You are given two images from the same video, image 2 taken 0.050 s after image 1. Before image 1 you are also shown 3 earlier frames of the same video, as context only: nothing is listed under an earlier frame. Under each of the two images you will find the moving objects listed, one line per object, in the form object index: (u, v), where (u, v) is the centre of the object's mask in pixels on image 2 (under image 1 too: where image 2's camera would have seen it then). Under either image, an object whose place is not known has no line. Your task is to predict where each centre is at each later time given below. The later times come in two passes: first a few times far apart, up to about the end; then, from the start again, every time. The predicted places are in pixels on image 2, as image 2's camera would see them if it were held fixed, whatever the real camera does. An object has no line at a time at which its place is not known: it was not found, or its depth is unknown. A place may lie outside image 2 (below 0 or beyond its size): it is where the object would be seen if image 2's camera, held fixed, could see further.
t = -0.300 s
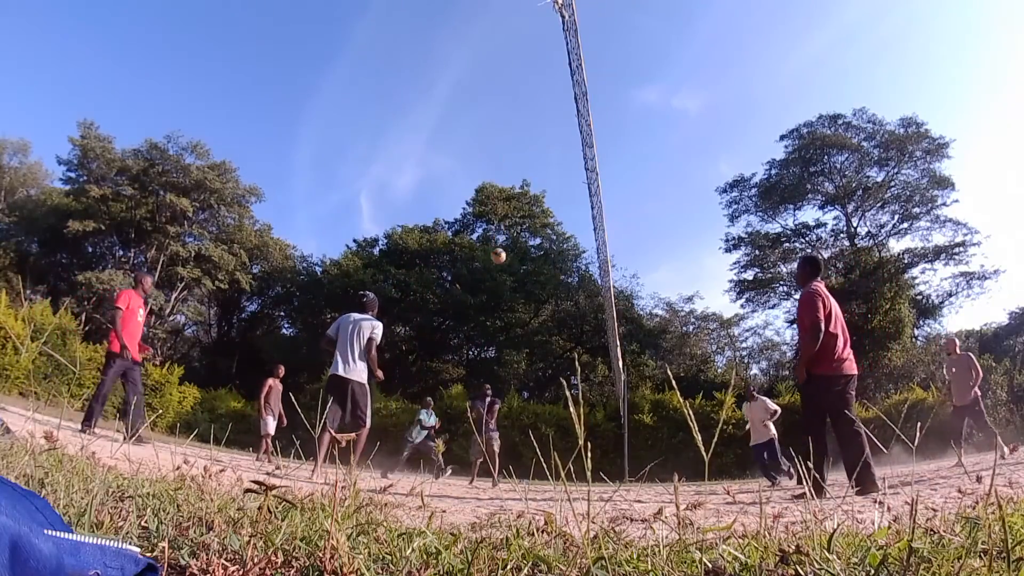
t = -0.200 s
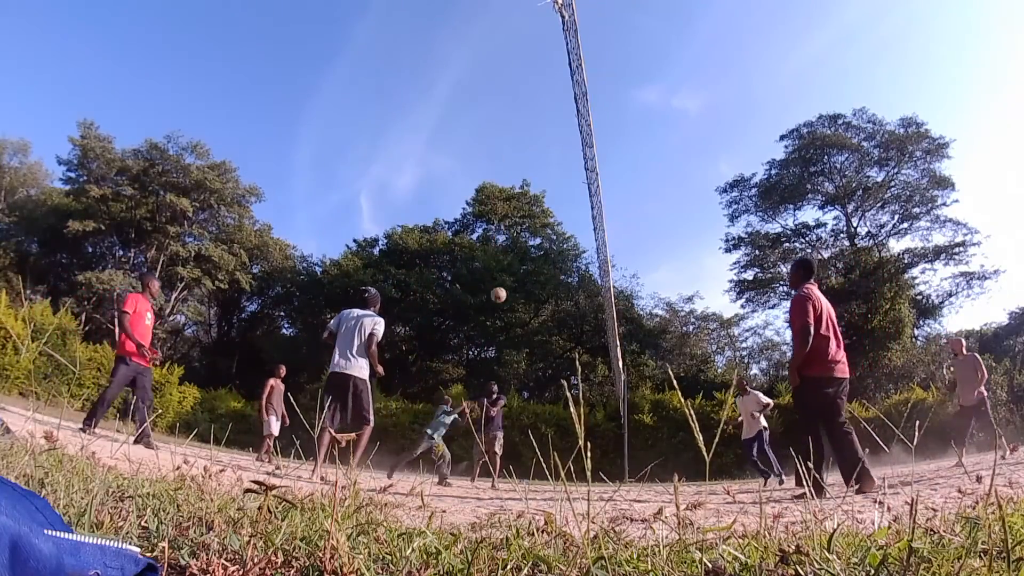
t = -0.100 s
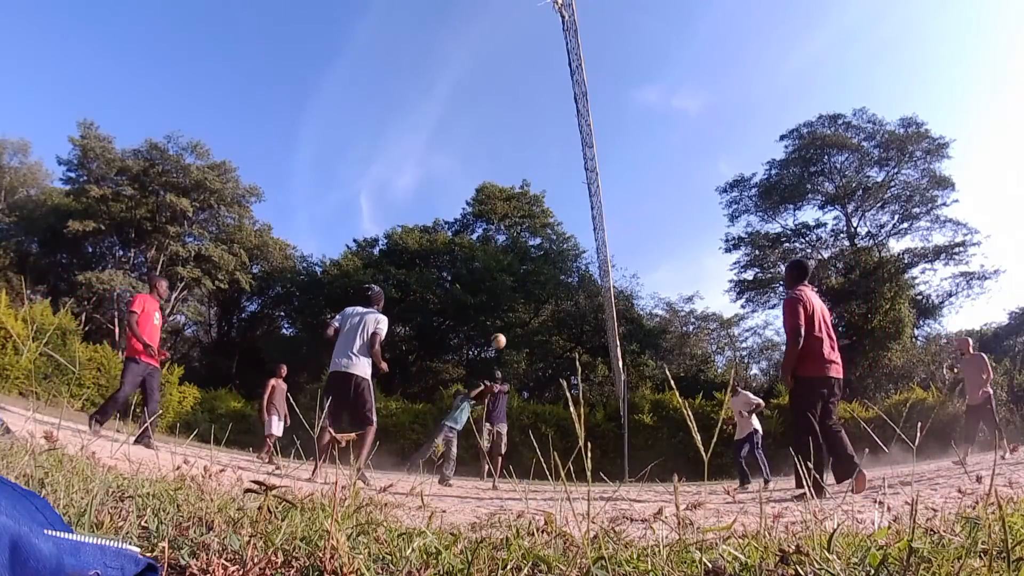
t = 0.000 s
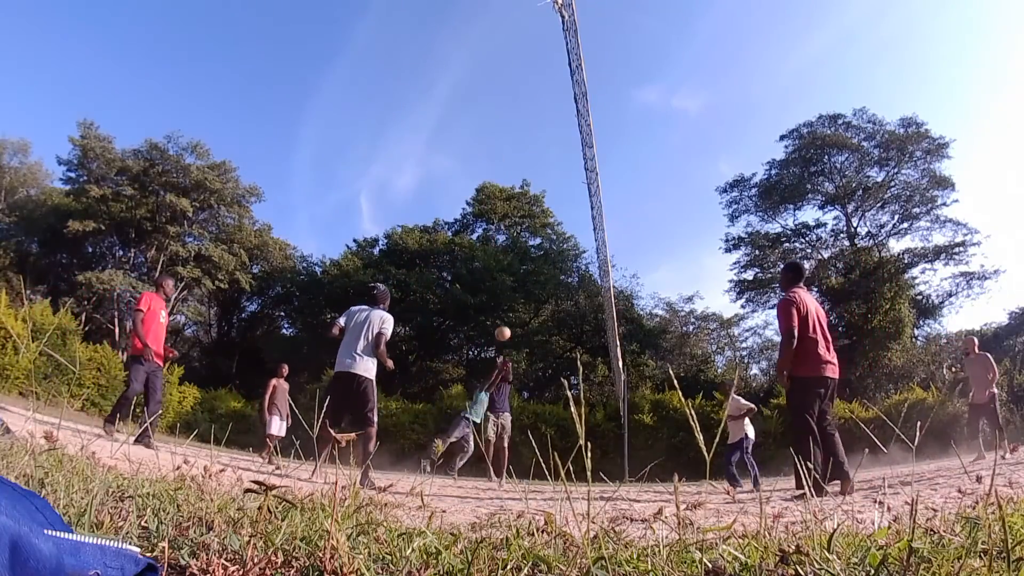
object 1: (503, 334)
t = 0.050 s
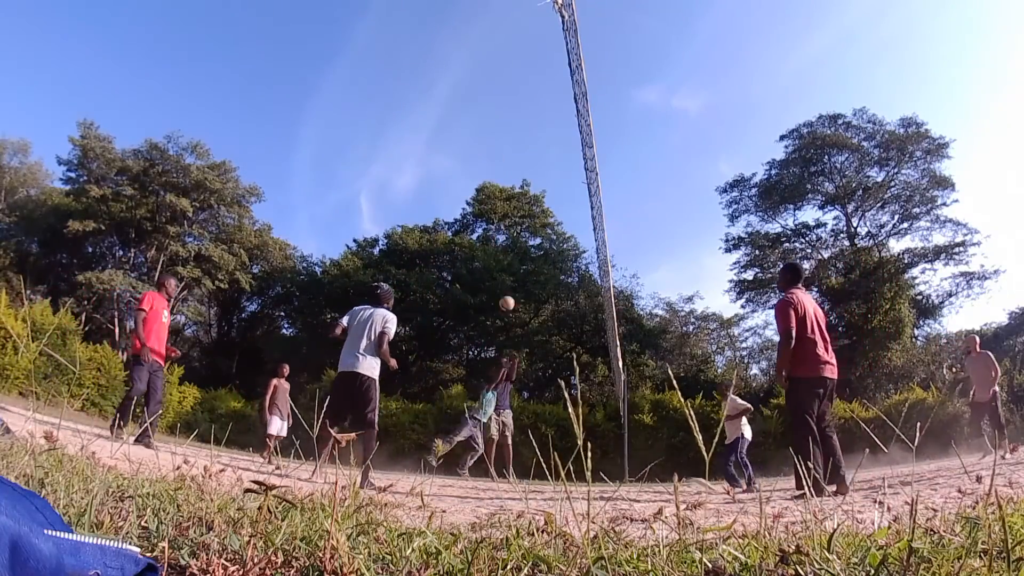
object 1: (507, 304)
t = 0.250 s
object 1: (519, 208)
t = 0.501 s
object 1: (531, 134)
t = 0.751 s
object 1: (540, 97)
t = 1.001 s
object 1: (548, 89)
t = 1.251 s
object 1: (556, 111)
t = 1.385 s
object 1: (561, 137)
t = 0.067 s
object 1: (508, 294)
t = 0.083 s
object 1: (509, 284)
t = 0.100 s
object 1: (510, 276)
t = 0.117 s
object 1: (512, 267)
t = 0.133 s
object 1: (513, 259)
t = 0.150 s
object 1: (514, 251)
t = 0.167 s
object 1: (515, 243)
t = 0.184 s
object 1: (517, 236)
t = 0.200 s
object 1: (518, 229)
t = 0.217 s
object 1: (518, 222)
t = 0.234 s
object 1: (519, 214)
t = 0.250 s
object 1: (519, 208)
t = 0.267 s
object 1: (521, 202)
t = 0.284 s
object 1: (522, 196)
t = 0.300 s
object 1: (522, 190)
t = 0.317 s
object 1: (523, 184)
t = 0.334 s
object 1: (524, 179)
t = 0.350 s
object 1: (525, 174)
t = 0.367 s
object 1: (525, 168)
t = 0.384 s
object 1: (526, 164)
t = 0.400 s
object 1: (527, 159)
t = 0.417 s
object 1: (528, 155)
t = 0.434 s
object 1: (528, 150)
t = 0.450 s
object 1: (529, 146)
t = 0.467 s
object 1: (530, 142)
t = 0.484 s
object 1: (530, 138)
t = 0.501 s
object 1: (531, 134)
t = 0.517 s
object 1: (532, 131)
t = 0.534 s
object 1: (532, 128)
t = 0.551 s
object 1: (533, 124)
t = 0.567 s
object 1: (533, 121)
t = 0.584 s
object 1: (534, 118)
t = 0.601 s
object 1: (535, 116)
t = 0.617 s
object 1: (535, 113)
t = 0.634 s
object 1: (536, 111)
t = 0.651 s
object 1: (536, 108)
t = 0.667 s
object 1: (537, 106)
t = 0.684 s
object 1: (537, 104)
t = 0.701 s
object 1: (538, 102)
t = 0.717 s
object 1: (539, 100)
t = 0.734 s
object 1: (539, 98)
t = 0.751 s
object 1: (540, 97)
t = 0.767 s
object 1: (540, 96)
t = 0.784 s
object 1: (540, 95)
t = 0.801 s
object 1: (541, 93)
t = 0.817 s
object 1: (541, 92)
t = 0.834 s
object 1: (542, 91)
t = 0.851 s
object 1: (543, 91)
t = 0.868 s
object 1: (543, 90)
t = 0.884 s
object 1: (544, 89)
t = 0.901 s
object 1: (545, 89)
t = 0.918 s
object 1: (545, 89)
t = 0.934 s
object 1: (546, 88)
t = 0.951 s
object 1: (546, 88)
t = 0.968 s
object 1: (547, 88)
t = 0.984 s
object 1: (547, 88)
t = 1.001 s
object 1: (548, 89)
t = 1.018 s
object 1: (548, 89)
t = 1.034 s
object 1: (549, 89)
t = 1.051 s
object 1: (550, 90)
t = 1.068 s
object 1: (550, 91)
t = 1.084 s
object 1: (551, 92)
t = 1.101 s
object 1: (551, 93)
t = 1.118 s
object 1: (552, 95)
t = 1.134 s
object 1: (552, 96)
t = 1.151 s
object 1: (553, 98)
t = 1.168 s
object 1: (553, 99)
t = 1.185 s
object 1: (554, 101)
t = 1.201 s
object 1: (554, 103)
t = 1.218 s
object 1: (555, 106)
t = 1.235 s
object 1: (555, 108)
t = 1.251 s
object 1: (556, 111)
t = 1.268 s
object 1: (556, 114)
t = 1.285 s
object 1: (557, 116)
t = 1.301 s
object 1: (557, 119)
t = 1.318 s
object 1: (558, 123)
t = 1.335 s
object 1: (559, 126)
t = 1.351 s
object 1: (559, 130)
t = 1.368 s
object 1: (560, 133)
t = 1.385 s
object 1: (561, 137)
